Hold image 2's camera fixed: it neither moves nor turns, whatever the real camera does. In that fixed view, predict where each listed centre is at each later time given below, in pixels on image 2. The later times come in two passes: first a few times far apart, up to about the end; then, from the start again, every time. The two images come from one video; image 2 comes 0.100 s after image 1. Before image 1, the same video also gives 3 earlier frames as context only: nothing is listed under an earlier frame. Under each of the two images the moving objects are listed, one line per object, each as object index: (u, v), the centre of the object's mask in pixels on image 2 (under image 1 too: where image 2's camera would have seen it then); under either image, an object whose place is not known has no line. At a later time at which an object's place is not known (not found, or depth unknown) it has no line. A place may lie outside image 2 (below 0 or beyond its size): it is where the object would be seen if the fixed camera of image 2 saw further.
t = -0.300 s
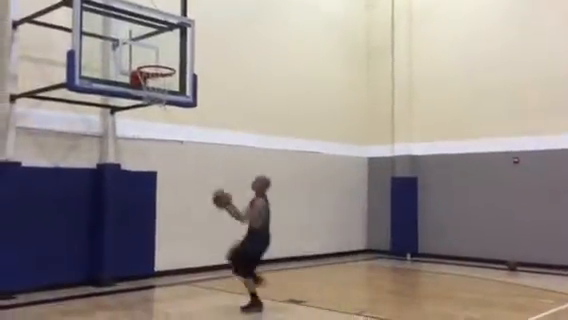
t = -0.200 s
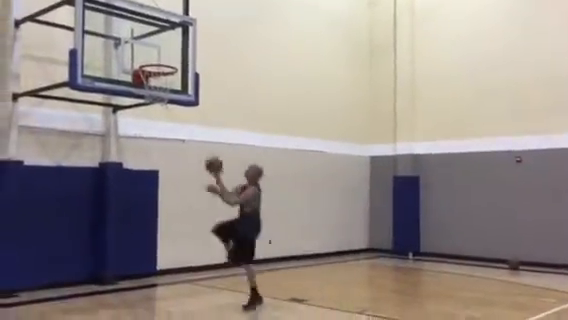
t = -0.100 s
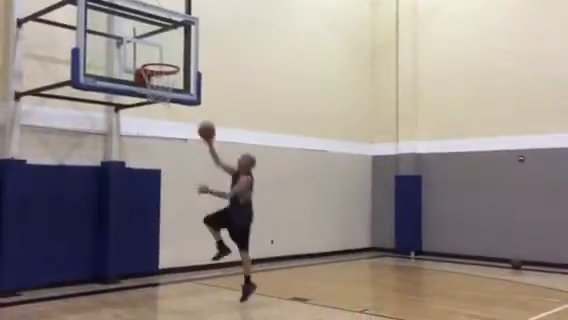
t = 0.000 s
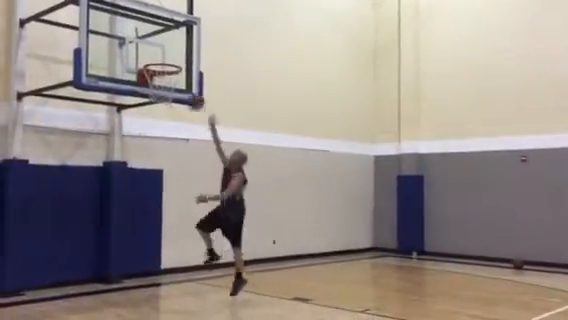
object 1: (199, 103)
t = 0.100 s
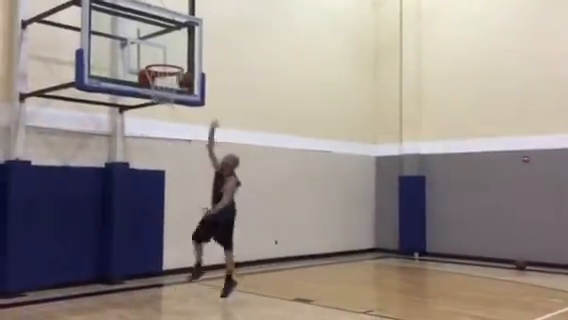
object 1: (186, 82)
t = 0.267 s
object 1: (172, 61)
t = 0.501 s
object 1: (168, 70)
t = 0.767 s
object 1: (165, 113)
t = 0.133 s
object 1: (179, 74)
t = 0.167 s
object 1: (175, 69)
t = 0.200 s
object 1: (173, 66)
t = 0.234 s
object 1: (172, 62)
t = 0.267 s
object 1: (172, 61)
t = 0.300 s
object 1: (172, 60)
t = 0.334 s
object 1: (171, 60)
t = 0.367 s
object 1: (171, 60)
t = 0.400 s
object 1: (170, 61)
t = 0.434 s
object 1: (169, 64)
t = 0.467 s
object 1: (169, 66)
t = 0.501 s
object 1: (168, 70)
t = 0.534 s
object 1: (167, 76)
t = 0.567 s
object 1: (168, 83)
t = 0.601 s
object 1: (165, 92)
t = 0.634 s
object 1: (165, 94)
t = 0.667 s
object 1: (165, 96)
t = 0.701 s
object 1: (165, 101)
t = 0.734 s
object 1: (165, 107)
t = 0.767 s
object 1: (165, 113)
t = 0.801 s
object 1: (164, 120)
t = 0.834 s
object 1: (163, 128)
